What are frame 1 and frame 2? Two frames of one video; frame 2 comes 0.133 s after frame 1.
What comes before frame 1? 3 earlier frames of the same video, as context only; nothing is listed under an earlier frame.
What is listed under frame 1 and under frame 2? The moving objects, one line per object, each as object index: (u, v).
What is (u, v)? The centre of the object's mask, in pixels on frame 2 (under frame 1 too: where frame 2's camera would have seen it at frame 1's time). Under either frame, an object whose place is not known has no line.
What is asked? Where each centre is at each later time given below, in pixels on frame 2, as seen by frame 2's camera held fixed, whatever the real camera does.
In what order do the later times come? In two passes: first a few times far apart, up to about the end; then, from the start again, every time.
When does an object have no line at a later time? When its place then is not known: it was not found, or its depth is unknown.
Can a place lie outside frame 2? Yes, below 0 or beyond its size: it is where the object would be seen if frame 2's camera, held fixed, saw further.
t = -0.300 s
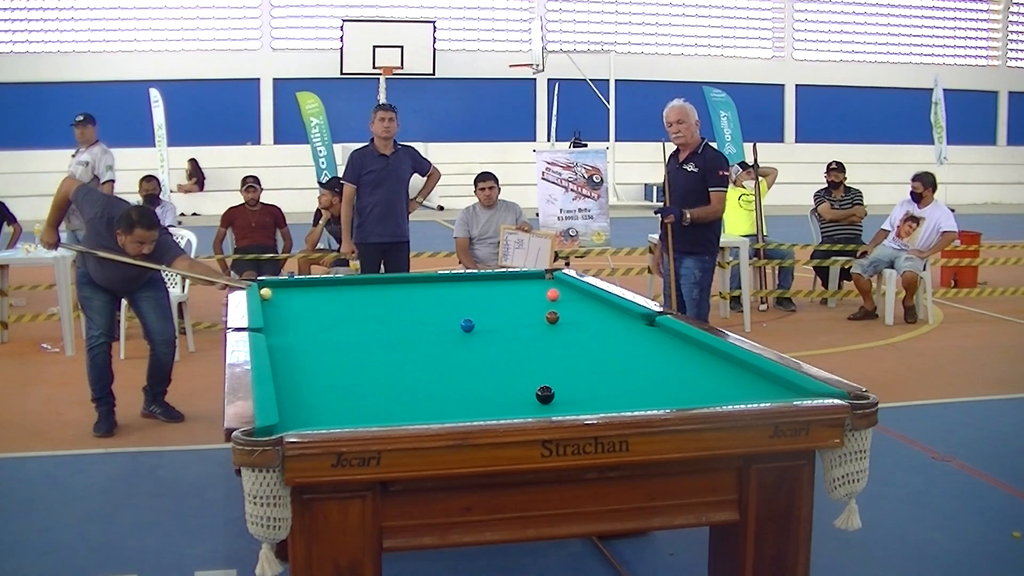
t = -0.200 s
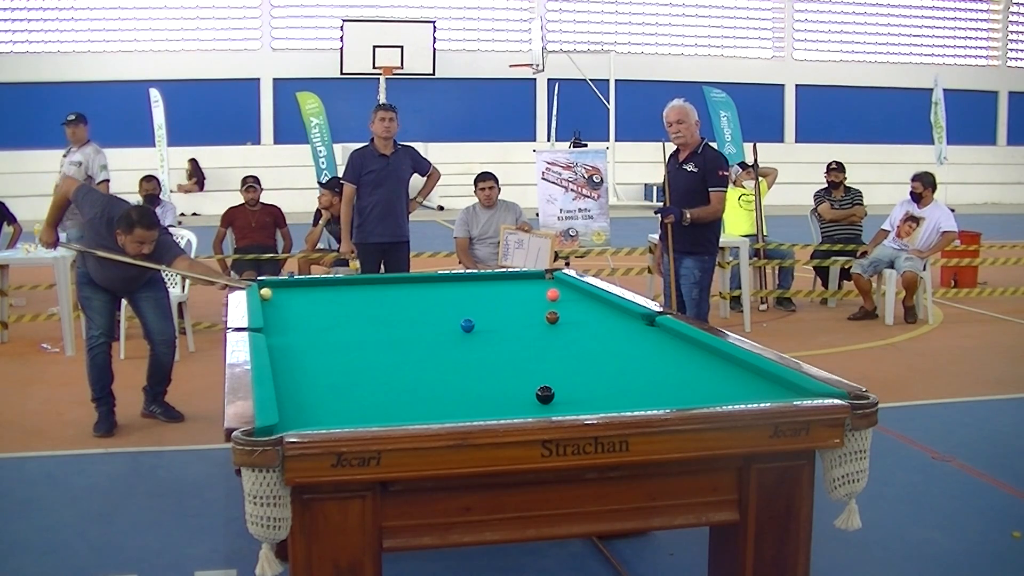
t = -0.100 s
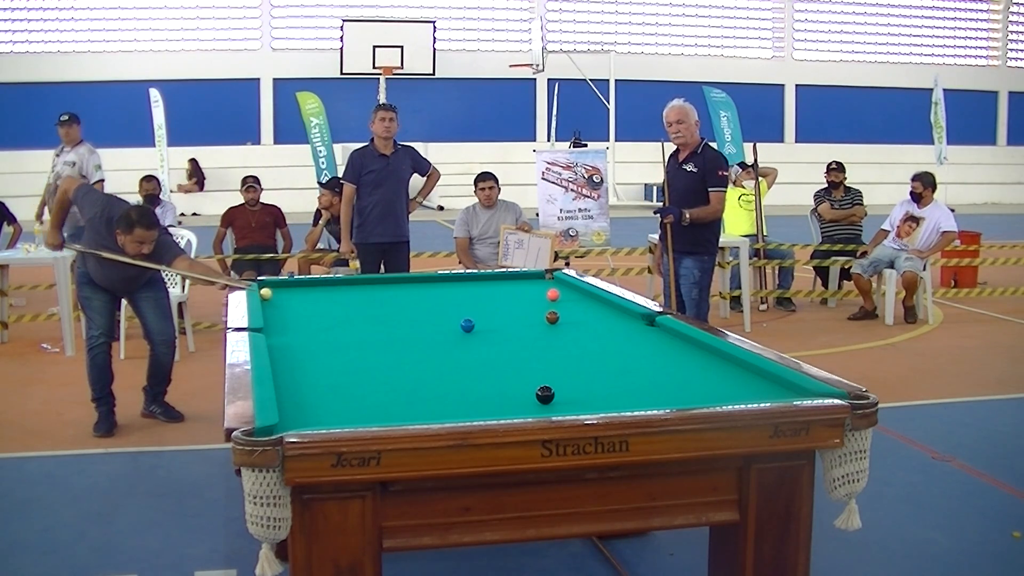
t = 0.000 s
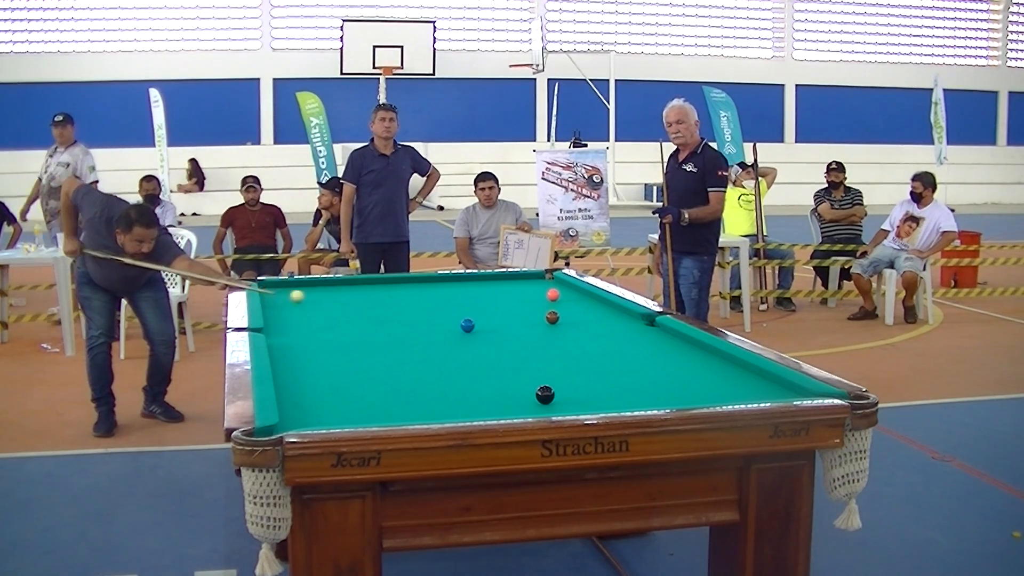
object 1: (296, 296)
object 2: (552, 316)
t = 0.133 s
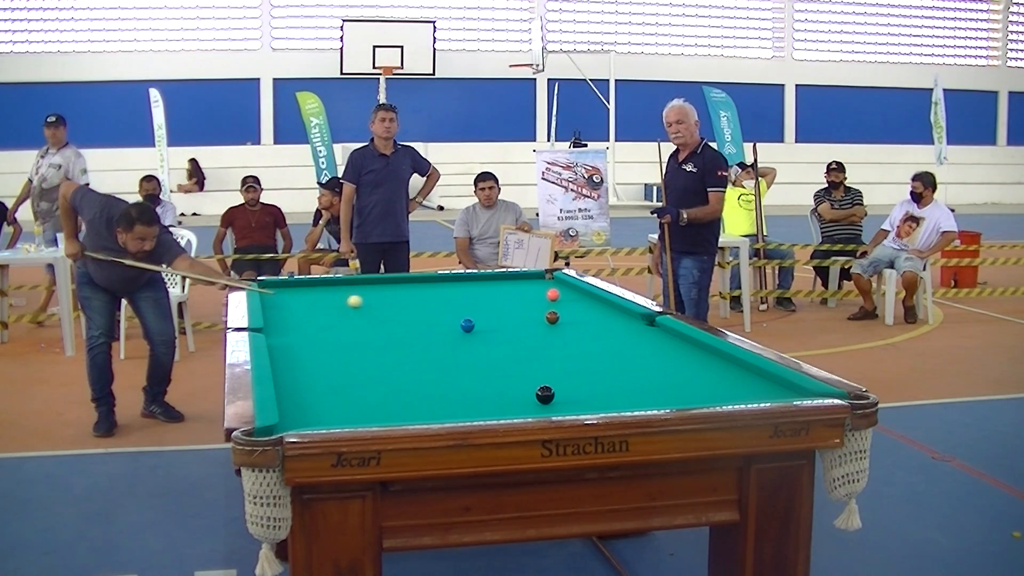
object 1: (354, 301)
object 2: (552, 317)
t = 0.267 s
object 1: (416, 306)
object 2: (552, 316)
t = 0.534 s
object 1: (539, 318)
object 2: (564, 317)
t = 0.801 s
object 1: (567, 330)
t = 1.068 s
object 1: (609, 343)
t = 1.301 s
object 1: (650, 356)
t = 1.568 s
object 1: (700, 372)
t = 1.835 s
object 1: (756, 389)
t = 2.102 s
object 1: (785, 392)
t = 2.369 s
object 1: (777, 381)
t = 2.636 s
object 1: (753, 373)
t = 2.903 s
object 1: (731, 366)
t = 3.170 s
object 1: (711, 360)
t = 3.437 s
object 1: (695, 355)
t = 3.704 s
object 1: (680, 350)
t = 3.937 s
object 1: (669, 347)
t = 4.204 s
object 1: (658, 343)
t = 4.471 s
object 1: (650, 341)
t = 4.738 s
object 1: (643, 338)
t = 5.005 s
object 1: (637, 336)
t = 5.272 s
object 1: (632, 335)
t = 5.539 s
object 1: (629, 334)
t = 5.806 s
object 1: (628, 334)
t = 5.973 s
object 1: (628, 334)
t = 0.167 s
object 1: (369, 302)
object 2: (552, 317)
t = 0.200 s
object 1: (385, 304)
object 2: (552, 316)
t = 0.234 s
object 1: (400, 305)
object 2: (552, 317)
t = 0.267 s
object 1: (416, 306)
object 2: (552, 316)
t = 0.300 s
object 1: (432, 308)
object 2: (552, 316)
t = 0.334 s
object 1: (448, 309)
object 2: (552, 317)
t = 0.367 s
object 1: (465, 311)
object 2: (552, 316)
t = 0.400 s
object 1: (481, 312)
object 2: (552, 316)
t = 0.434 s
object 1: (499, 313)
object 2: (552, 316)
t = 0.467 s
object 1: (516, 315)
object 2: (552, 316)
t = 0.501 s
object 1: (533, 316)
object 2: (552, 316)
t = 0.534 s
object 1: (539, 318)
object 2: (564, 317)
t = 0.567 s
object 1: (540, 319)
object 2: (580, 316)
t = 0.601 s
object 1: (542, 321)
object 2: (595, 317)
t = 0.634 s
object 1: (545, 322)
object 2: (610, 317)
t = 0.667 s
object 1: (548, 324)
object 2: (623, 317)
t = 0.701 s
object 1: (552, 325)
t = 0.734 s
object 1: (556, 327)
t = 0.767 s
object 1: (562, 328)
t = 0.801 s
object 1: (567, 330)
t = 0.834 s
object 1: (572, 332)
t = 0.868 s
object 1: (577, 333)
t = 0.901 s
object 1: (582, 335)
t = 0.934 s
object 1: (587, 336)
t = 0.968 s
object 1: (593, 338)
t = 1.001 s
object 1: (598, 340)
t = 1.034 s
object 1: (604, 341)
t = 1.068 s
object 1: (609, 343)
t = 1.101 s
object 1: (615, 345)
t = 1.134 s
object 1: (620, 347)
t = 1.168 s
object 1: (626, 349)
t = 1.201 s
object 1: (632, 350)
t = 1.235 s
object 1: (638, 352)
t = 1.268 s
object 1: (644, 354)
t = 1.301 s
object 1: (650, 356)
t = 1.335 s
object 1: (656, 358)
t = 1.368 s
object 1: (662, 360)
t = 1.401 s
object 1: (668, 362)
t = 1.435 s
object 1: (675, 364)
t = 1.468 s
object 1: (681, 366)
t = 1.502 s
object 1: (687, 368)
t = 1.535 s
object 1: (694, 370)
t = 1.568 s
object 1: (700, 372)
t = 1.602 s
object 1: (707, 374)
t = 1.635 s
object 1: (714, 376)
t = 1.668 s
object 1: (721, 378)
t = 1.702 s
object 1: (728, 380)
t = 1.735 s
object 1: (735, 382)
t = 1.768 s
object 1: (742, 385)
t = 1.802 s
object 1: (749, 387)
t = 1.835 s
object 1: (756, 389)
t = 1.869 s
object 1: (764, 391)
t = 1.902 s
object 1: (771, 393)
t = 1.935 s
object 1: (779, 394)
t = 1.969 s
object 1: (786, 395)
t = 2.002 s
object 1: (791, 395)
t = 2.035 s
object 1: (788, 394)
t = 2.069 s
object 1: (787, 393)
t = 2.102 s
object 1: (785, 392)
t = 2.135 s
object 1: (784, 391)
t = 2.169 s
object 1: (783, 390)
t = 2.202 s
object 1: (782, 389)
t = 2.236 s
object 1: (781, 387)
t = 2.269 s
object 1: (780, 386)
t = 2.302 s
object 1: (779, 384)
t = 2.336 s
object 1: (778, 383)
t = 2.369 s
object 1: (777, 381)
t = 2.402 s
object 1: (775, 380)
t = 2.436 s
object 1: (771, 379)
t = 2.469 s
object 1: (768, 378)
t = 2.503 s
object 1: (765, 377)
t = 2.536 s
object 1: (762, 376)
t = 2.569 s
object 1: (759, 375)
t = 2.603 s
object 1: (756, 374)
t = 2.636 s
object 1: (753, 373)
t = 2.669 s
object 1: (750, 372)
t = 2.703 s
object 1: (747, 372)
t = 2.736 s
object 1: (744, 371)
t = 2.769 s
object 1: (741, 370)
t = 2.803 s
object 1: (738, 369)
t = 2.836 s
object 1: (736, 368)
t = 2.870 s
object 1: (733, 367)
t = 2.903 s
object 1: (731, 366)
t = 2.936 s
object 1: (728, 366)
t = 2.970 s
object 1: (726, 365)
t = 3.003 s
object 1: (723, 364)
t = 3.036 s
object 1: (721, 363)
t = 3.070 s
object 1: (718, 363)
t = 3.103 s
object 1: (716, 362)
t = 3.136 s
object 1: (714, 361)
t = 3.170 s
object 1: (711, 360)
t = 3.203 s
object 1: (709, 360)
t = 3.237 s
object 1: (707, 359)
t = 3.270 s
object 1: (705, 358)
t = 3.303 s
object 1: (703, 357)
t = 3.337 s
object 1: (701, 357)
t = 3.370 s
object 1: (699, 356)
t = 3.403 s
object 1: (697, 356)
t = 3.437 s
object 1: (695, 355)
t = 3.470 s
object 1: (693, 354)
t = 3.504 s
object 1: (691, 354)
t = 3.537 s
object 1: (689, 353)
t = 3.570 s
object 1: (687, 353)
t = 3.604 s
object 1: (685, 352)
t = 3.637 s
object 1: (683, 351)
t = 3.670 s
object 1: (682, 351)
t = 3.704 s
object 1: (680, 350)
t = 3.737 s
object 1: (678, 350)
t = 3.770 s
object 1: (676, 349)
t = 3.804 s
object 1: (675, 349)
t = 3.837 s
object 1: (673, 348)
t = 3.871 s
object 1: (672, 348)
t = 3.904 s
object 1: (670, 347)
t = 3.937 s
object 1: (669, 347)
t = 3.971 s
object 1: (667, 346)
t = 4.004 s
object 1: (666, 346)
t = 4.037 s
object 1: (665, 346)
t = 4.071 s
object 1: (663, 345)
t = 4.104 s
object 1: (662, 345)
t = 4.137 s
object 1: (661, 344)
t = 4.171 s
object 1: (659, 344)
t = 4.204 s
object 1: (658, 343)
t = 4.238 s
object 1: (657, 343)
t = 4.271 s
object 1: (656, 342)
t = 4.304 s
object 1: (655, 342)
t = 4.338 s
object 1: (654, 342)
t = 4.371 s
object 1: (653, 342)
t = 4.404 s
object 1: (652, 341)
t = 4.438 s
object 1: (651, 341)
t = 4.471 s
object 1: (650, 341)
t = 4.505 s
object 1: (648, 340)
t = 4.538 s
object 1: (648, 340)
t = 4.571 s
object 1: (647, 340)
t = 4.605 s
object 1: (646, 339)
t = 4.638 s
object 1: (645, 339)
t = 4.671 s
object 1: (644, 339)
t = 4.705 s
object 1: (643, 338)
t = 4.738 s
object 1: (643, 338)
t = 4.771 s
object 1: (642, 338)
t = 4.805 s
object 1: (641, 338)
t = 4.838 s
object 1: (640, 337)
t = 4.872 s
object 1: (639, 337)
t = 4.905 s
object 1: (639, 337)
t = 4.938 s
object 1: (638, 337)
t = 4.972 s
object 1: (638, 337)
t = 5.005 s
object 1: (637, 336)
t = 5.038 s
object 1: (636, 336)
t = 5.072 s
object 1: (635, 336)
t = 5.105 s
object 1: (635, 336)
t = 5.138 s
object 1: (634, 336)
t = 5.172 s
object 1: (634, 335)
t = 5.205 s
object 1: (633, 335)
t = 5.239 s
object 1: (633, 335)
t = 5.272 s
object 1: (632, 335)
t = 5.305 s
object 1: (632, 335)
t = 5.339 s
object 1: (631, 335)
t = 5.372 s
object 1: (631, 335)
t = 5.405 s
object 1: (631, 335)
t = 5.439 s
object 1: (630, 334)
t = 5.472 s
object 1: (630, 334)
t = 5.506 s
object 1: (630, 334)
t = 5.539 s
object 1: (629, 334)
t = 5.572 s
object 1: (629, 334)
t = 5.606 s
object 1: (629, 334)
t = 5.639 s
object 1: (629, 334)
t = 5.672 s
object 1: (629, 334)
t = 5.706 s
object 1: (628, 334)
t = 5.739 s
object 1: (628, 334)
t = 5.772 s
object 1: (628, 334)
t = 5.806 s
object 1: (628, 334)
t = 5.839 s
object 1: (628, 334)
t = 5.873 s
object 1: (628, 334)
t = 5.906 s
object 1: (628, 334)
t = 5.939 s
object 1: (628, 334)
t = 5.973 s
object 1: (628, 334)
